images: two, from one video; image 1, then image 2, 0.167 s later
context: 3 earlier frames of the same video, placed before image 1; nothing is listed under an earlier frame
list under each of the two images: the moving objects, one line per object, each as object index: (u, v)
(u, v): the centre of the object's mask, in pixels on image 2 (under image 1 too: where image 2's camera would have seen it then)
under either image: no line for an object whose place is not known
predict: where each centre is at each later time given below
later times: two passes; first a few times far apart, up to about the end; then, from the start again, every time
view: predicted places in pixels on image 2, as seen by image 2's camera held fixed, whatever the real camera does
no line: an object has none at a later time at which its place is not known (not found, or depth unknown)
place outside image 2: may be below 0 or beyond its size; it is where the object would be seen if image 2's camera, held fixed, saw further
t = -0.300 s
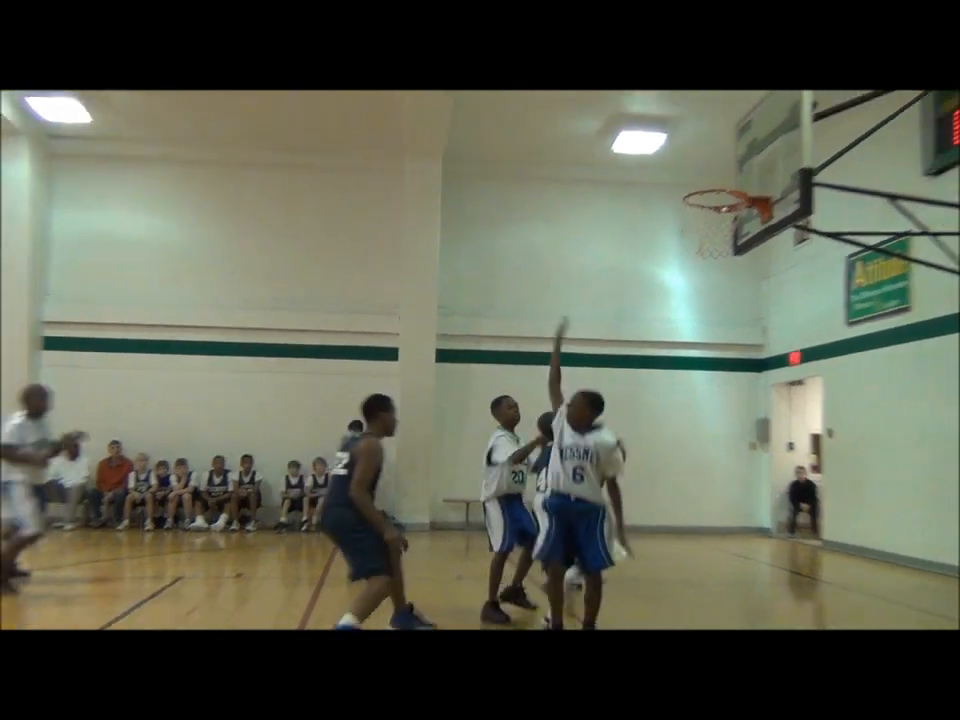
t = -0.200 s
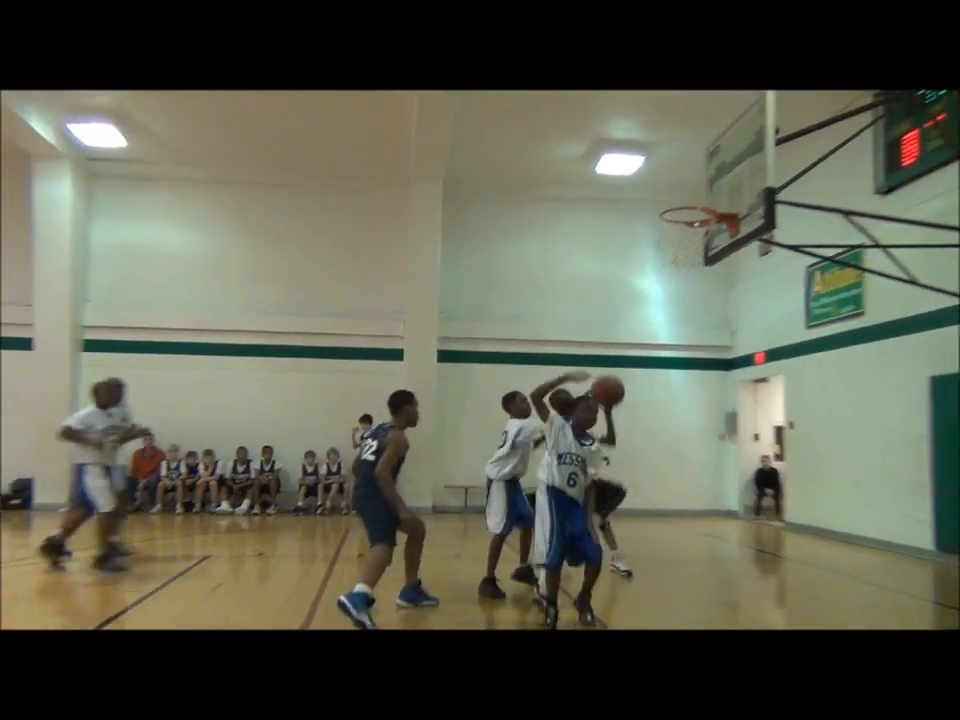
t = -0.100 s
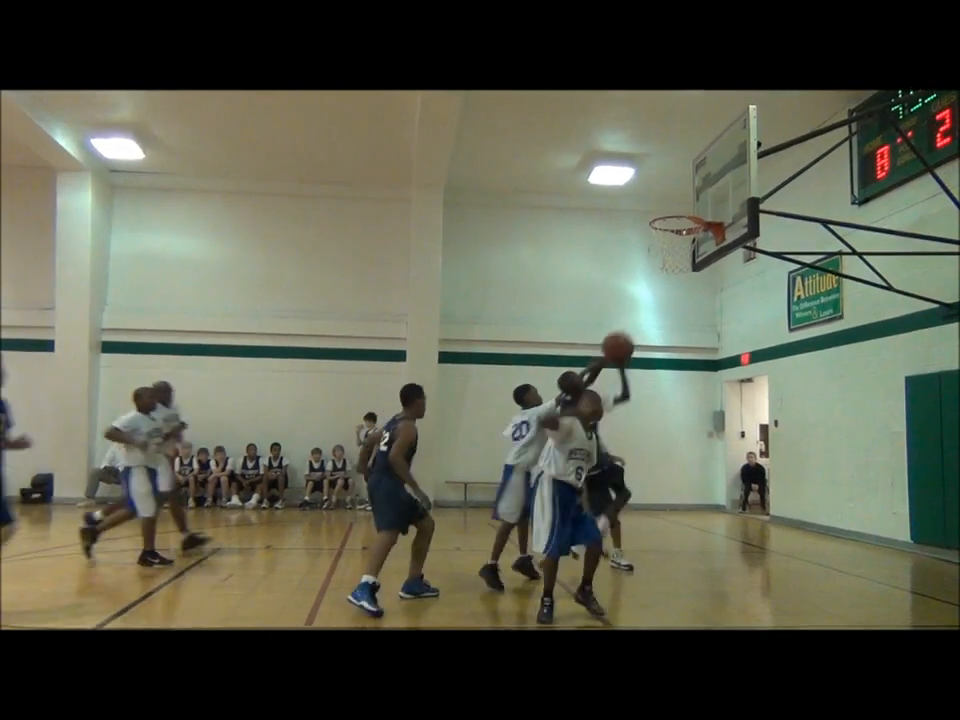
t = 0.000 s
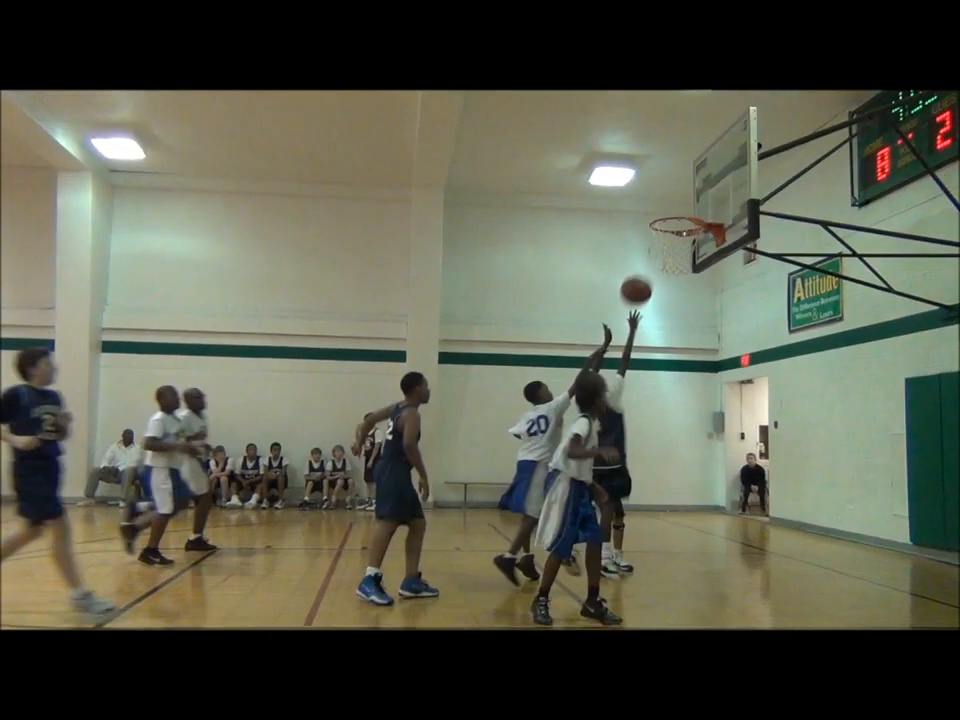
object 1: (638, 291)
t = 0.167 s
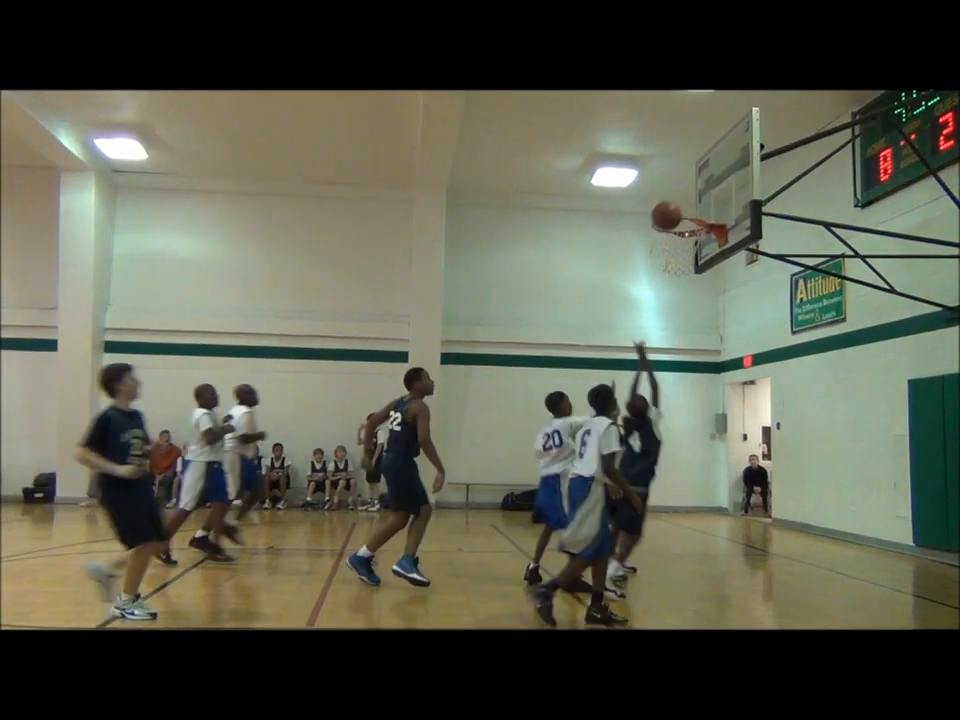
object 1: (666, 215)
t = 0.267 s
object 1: (681, 189)
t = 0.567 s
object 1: (713, 179)
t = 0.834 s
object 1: (664, 240)
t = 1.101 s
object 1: (667, 296)
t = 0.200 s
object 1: (671, 205)
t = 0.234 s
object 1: (676, 196)
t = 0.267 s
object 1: (681, 189)
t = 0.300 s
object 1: (685, 183)
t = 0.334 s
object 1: (691, 178)
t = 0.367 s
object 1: (696, 175)
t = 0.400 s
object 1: (700, 173)
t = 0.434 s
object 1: (705, 172)
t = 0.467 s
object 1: (709, 172)
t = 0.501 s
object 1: (714, 174)
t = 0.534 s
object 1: (718, 177)
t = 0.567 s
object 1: (713, 179)
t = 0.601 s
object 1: (706, 183)
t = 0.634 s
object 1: (699, 188)
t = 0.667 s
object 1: (692, 194)
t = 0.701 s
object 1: (687, 200)
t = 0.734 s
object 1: (680, 208)
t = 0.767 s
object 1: (674, 219)
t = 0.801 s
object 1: (668, 229)
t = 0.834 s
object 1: (664, 240)
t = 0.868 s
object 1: (662, 247)
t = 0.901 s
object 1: (664, 259)
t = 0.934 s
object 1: (662, 259)
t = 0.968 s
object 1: (661, 262)
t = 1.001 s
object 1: (662, 268)
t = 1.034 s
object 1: (666, 276)
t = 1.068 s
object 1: (667, 285)
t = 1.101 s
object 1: (667, 296)
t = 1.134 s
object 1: (668, 308)
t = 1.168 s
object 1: (669, 319)
